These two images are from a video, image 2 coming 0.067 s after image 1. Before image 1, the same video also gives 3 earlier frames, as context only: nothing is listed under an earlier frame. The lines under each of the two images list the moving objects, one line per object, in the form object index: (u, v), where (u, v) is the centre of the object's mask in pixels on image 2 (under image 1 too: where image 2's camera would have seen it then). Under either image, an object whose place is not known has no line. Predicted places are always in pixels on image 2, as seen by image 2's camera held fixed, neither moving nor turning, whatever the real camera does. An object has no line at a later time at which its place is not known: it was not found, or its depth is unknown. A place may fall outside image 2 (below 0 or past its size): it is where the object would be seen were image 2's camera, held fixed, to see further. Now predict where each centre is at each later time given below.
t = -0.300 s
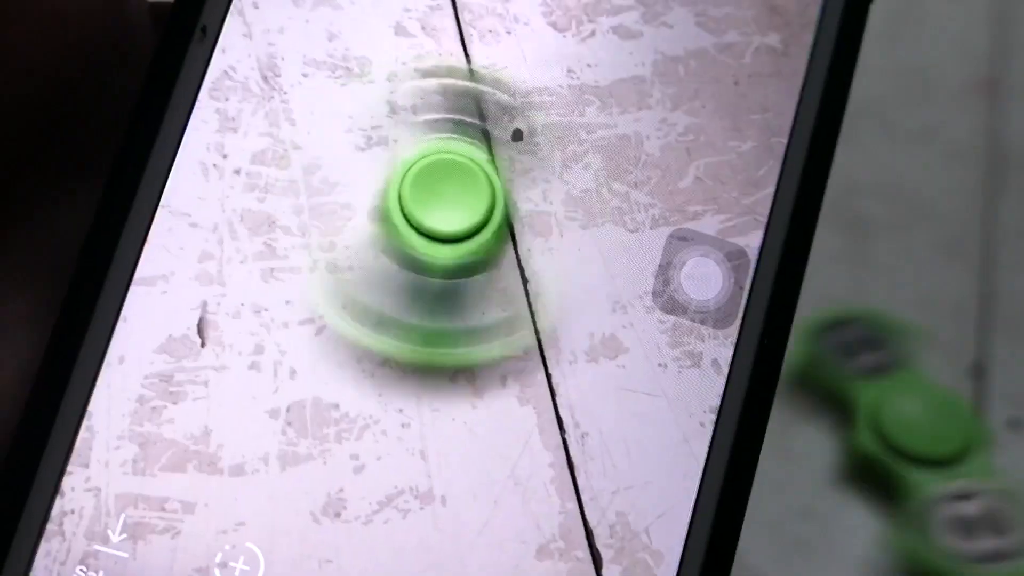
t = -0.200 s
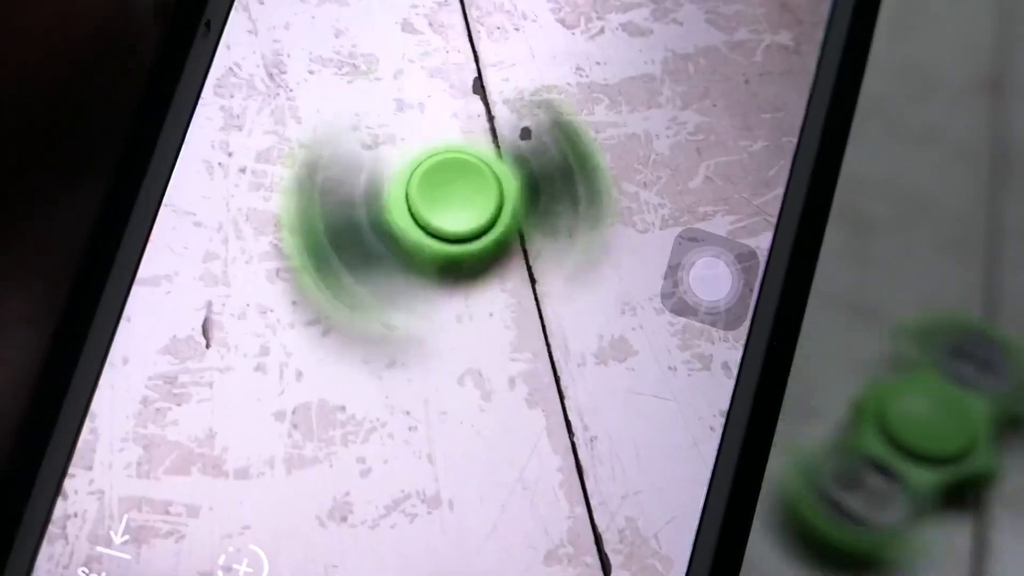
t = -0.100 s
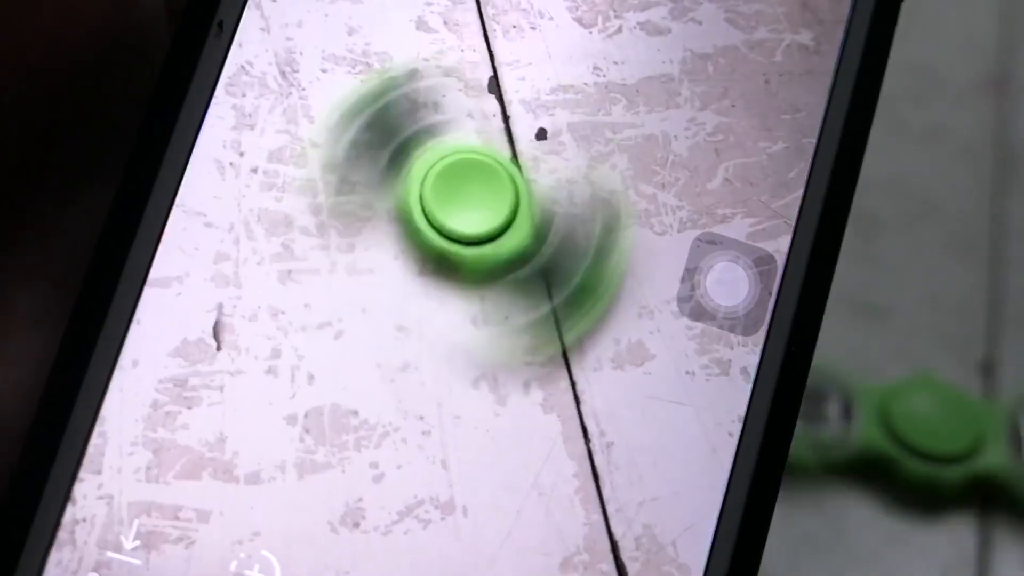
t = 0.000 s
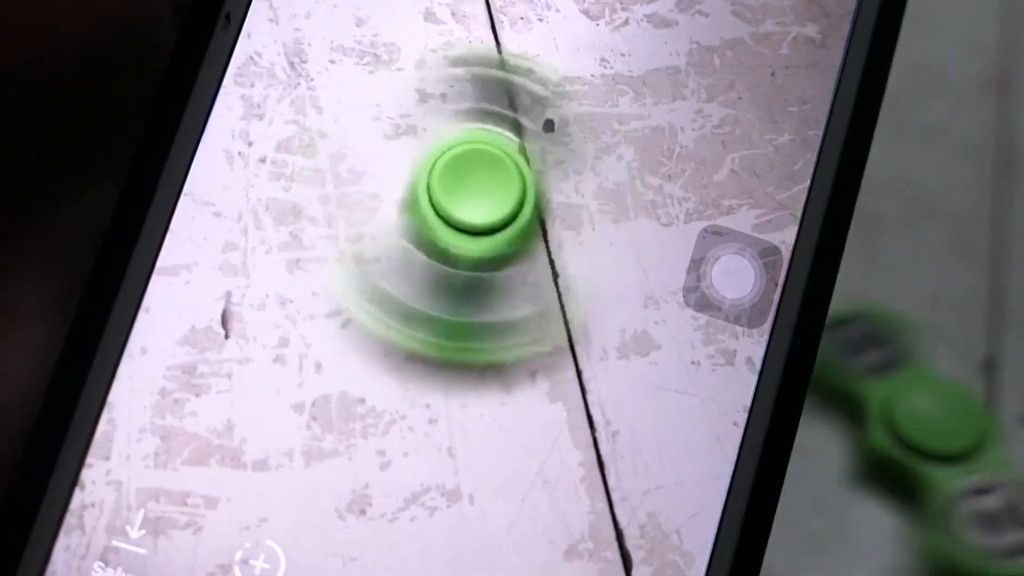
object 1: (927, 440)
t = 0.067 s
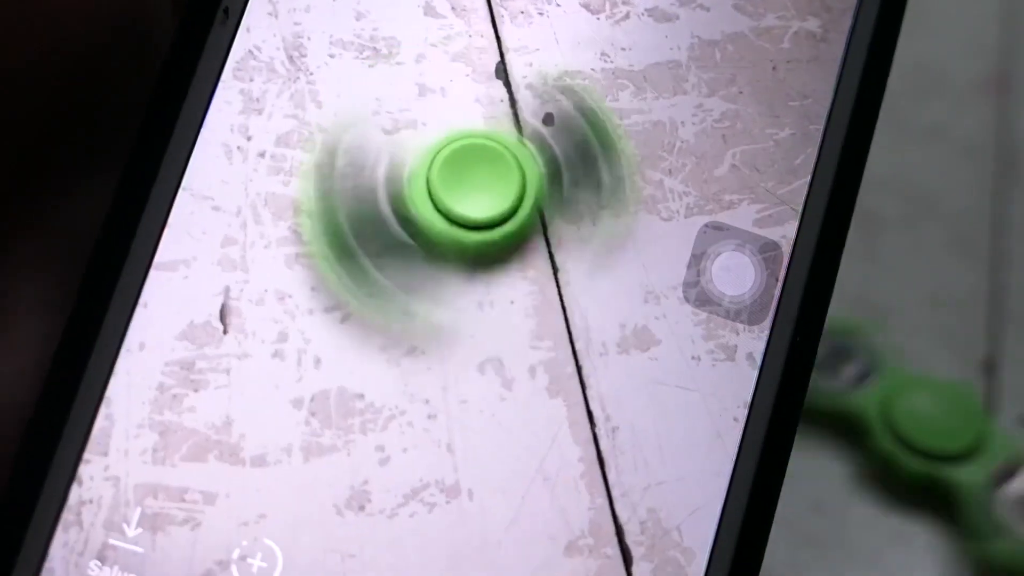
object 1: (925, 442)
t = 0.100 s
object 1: (916, 439)
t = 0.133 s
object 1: (919, 437)
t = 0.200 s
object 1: (918, 434)
